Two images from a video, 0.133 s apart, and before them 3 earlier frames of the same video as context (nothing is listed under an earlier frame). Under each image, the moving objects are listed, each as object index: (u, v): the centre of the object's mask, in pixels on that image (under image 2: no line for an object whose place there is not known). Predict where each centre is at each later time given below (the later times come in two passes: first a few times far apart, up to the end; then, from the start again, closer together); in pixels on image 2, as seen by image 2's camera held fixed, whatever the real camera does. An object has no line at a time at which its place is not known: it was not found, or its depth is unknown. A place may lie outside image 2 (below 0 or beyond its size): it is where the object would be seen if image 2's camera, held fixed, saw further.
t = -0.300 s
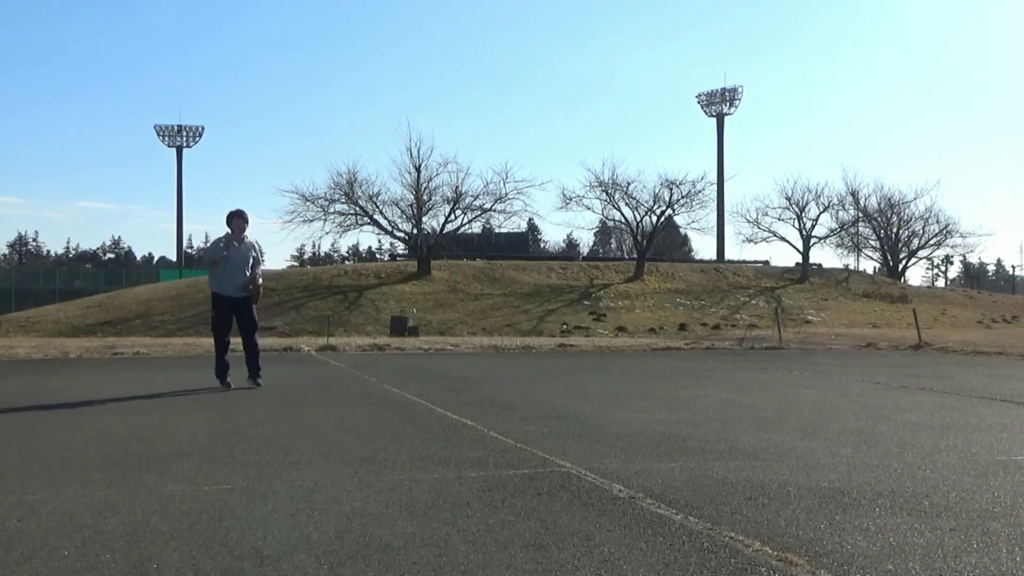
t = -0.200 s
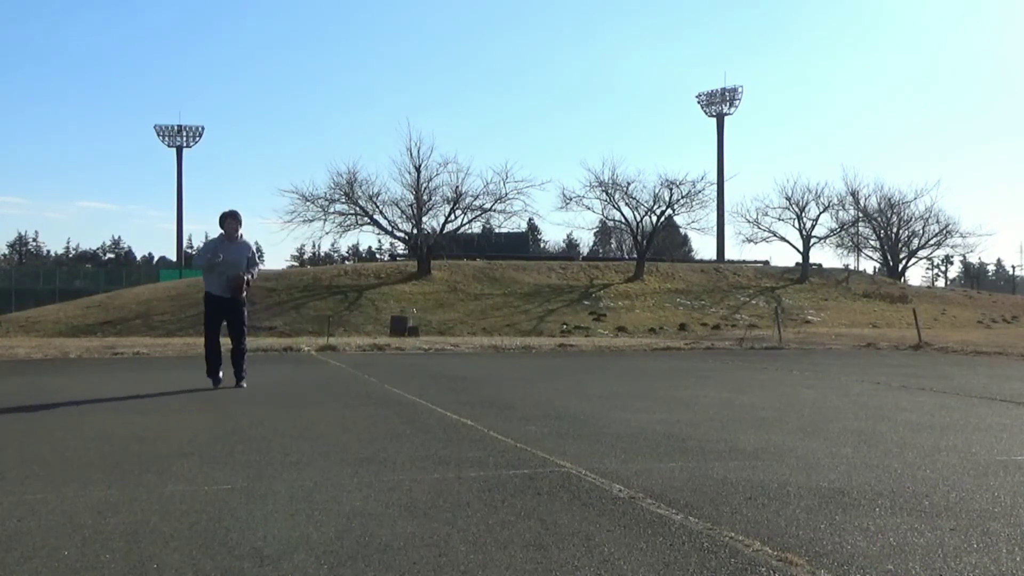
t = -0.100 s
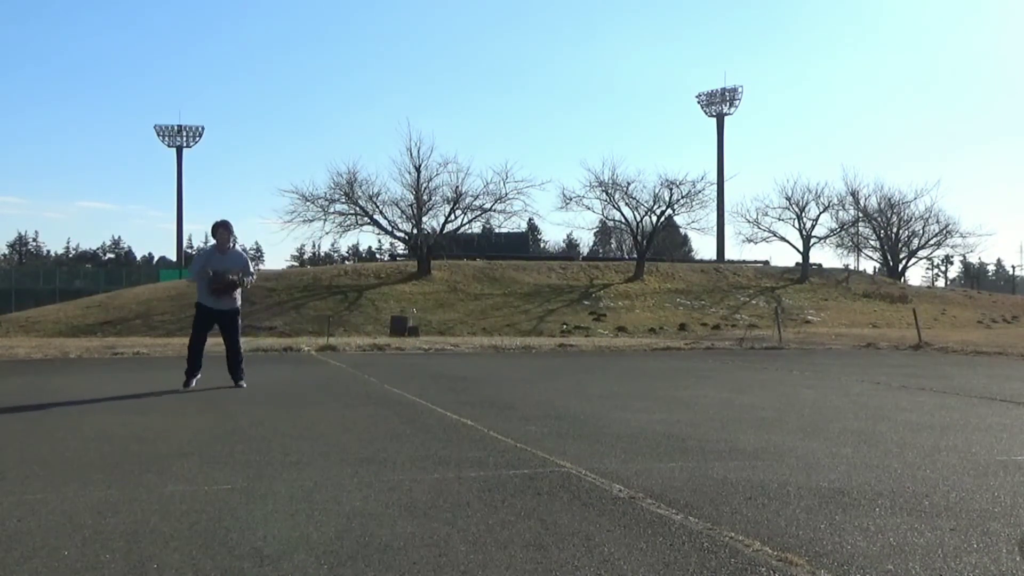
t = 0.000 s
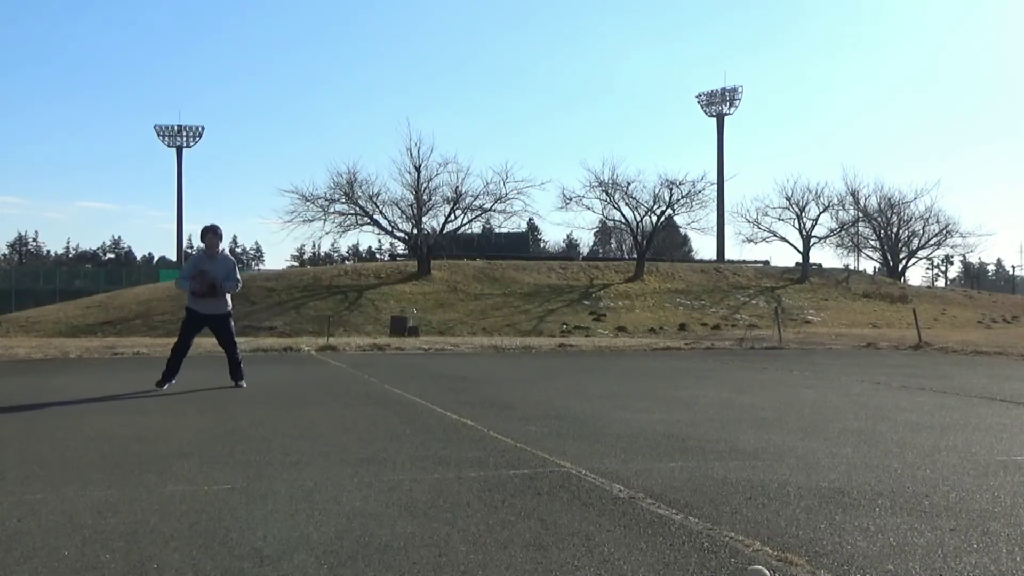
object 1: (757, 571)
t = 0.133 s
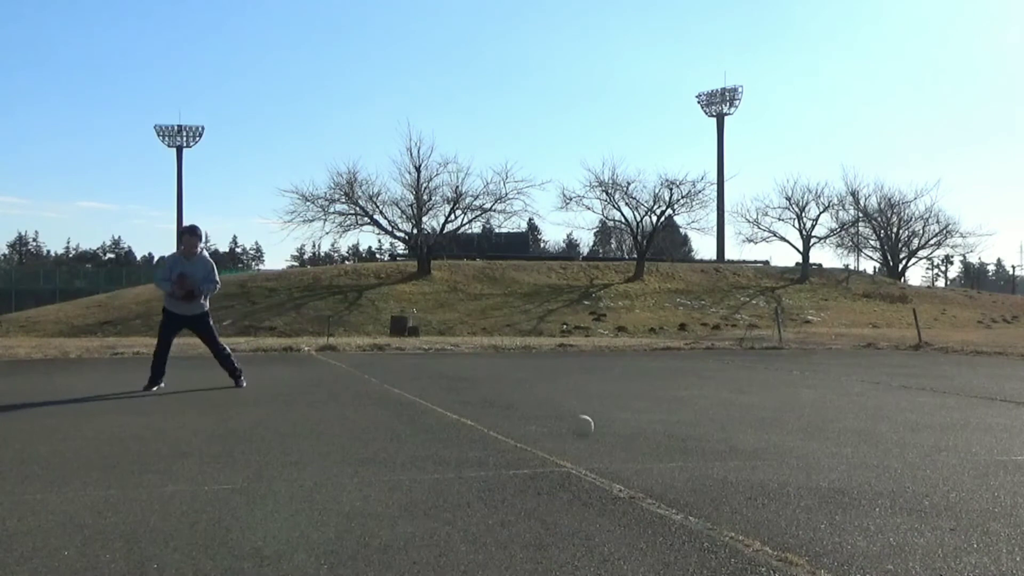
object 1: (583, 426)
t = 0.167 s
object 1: (547, 404)
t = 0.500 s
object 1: (307, 391)
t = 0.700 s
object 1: (219, 433)
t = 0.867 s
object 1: (167, 390)
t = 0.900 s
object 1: (159, 387)
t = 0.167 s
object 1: (547, 404)
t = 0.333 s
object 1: (408, 360)
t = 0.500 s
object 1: (307, 391)
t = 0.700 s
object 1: (219, 433)
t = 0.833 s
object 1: (177, 394)
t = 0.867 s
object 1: (167, 390)
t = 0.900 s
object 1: (159, 387)
